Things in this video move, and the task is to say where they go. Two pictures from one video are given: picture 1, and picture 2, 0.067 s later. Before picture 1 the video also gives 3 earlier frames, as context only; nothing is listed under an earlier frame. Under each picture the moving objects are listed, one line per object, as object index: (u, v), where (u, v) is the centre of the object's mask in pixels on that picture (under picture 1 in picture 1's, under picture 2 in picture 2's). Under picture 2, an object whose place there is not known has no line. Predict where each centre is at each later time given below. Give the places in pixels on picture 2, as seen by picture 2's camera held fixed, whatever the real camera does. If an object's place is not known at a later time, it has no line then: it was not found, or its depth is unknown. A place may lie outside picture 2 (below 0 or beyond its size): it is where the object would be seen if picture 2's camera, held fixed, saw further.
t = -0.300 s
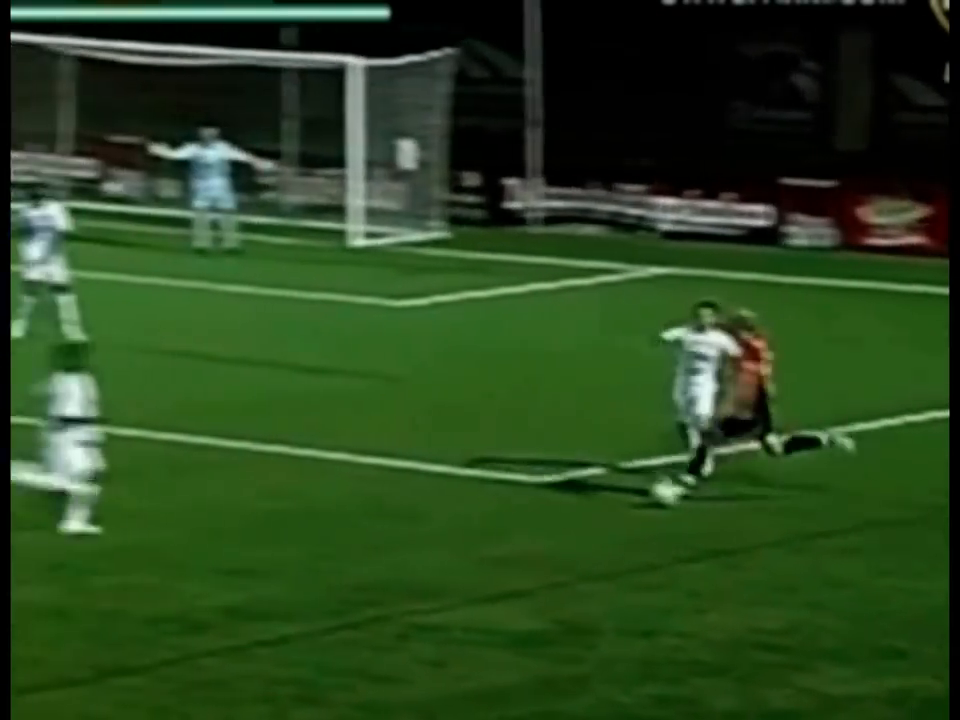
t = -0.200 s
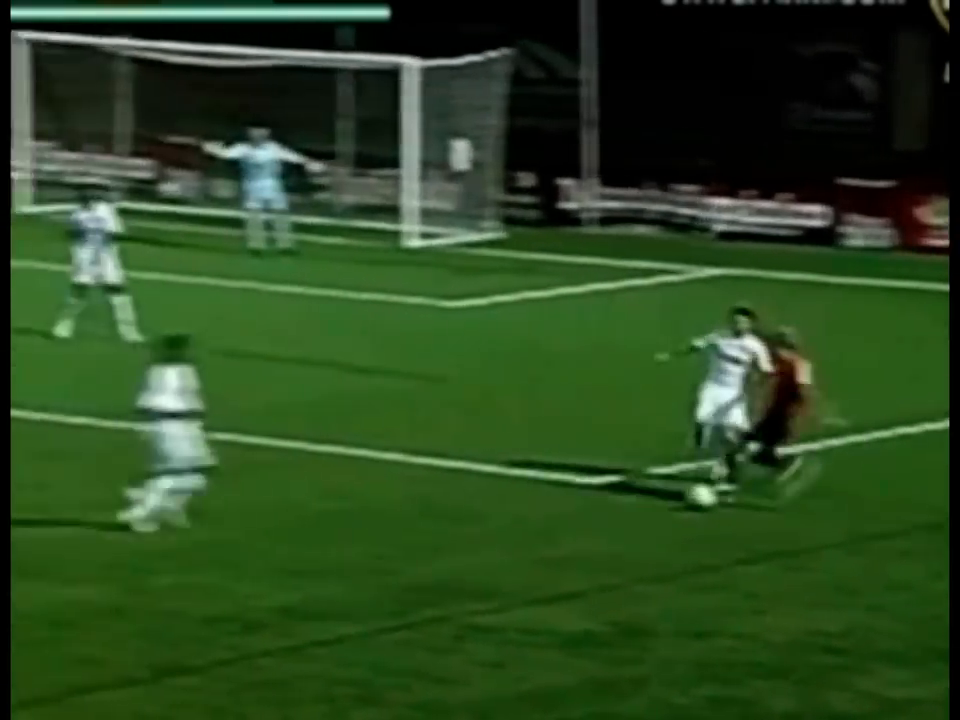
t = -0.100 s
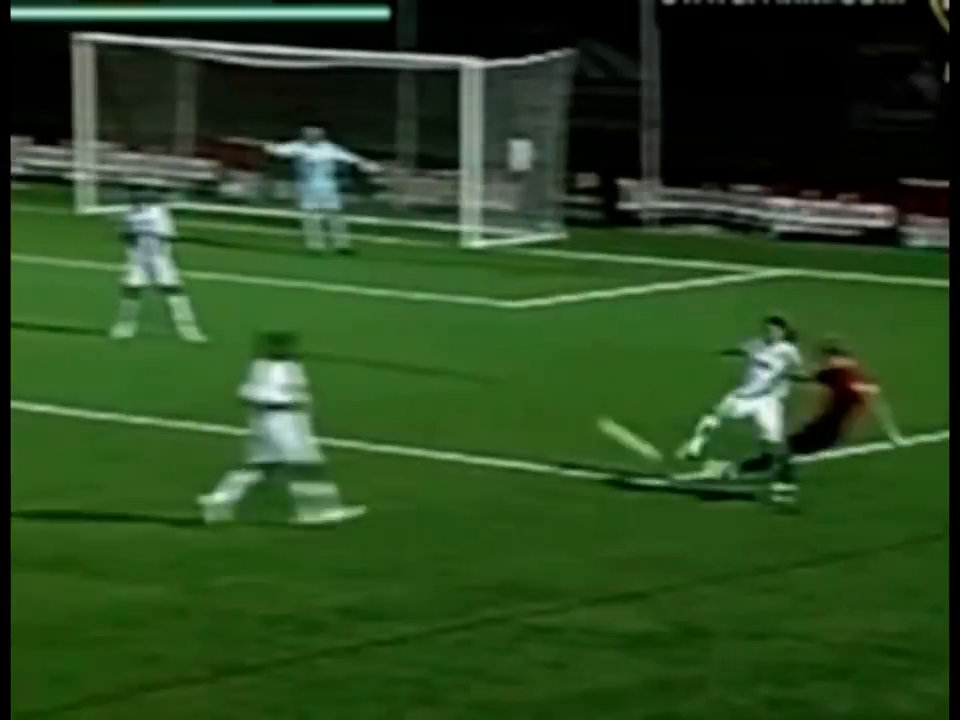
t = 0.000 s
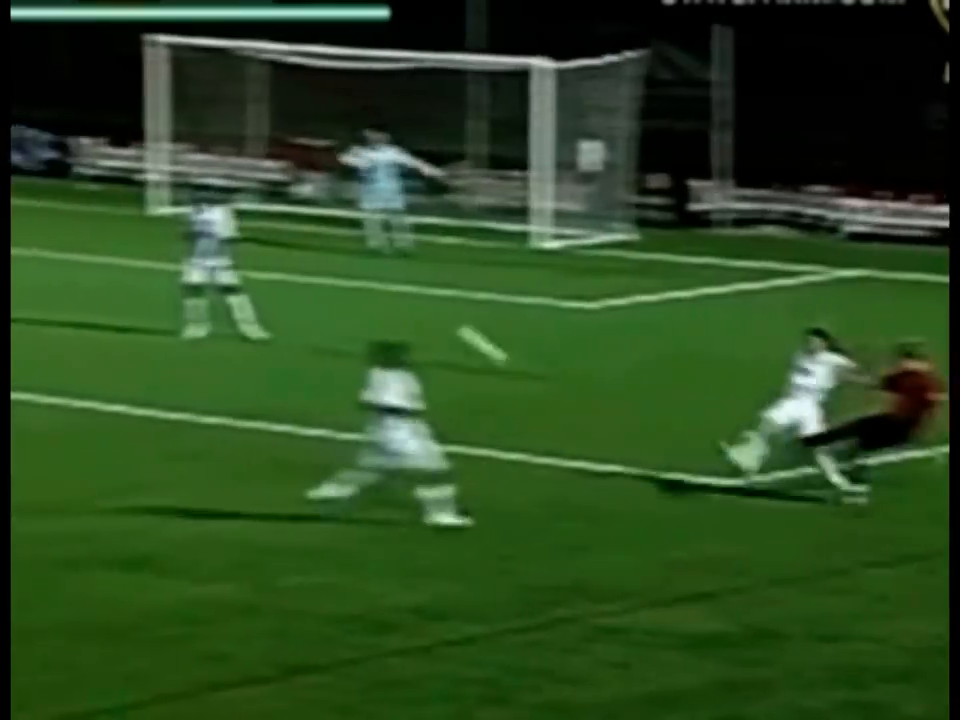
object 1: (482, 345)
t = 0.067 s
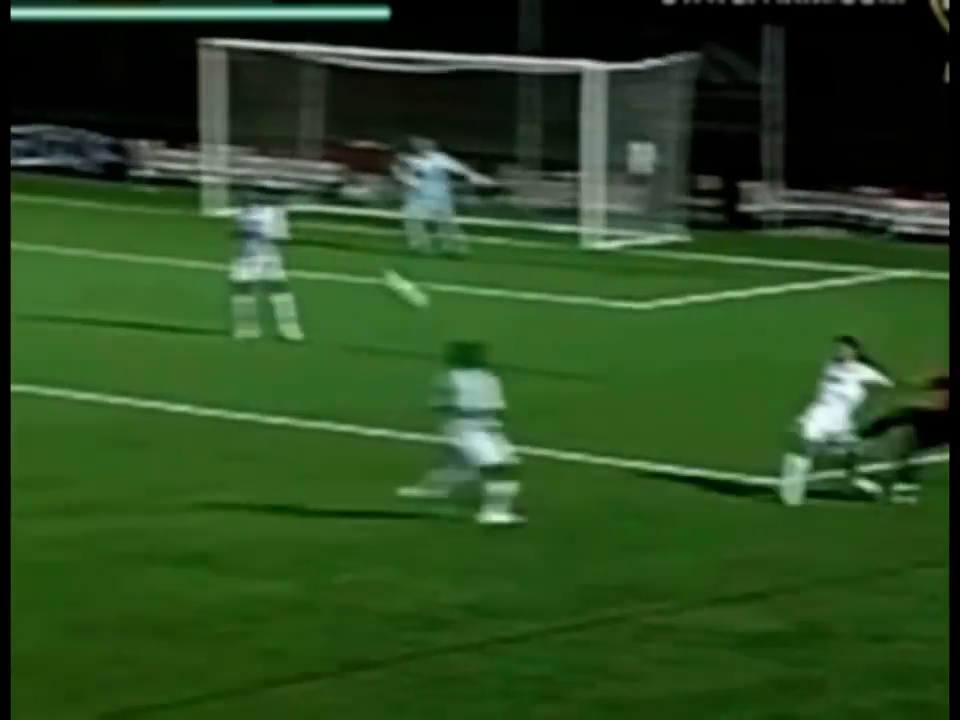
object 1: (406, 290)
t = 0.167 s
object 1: (232, 214)
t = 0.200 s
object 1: (187, 193)
